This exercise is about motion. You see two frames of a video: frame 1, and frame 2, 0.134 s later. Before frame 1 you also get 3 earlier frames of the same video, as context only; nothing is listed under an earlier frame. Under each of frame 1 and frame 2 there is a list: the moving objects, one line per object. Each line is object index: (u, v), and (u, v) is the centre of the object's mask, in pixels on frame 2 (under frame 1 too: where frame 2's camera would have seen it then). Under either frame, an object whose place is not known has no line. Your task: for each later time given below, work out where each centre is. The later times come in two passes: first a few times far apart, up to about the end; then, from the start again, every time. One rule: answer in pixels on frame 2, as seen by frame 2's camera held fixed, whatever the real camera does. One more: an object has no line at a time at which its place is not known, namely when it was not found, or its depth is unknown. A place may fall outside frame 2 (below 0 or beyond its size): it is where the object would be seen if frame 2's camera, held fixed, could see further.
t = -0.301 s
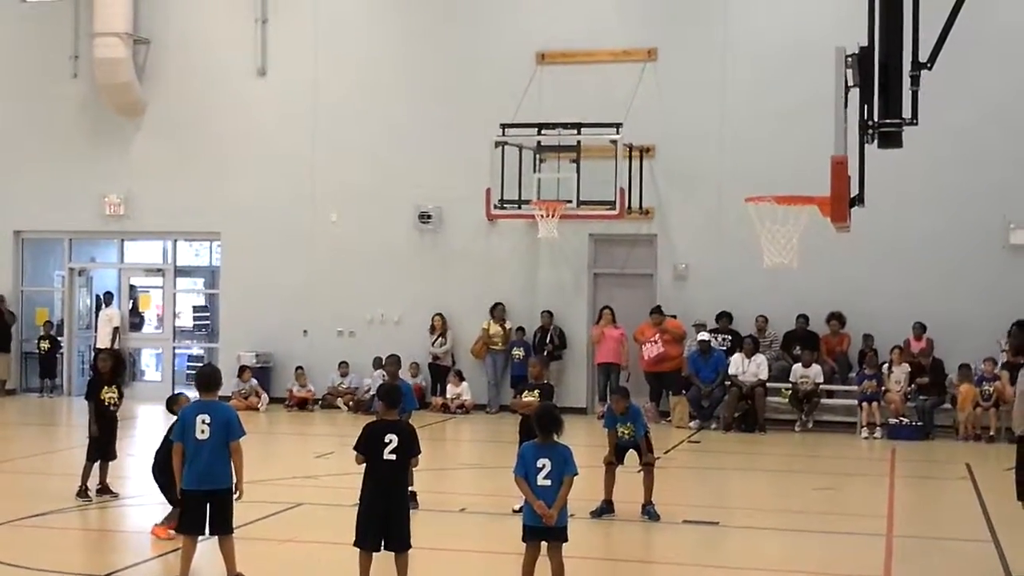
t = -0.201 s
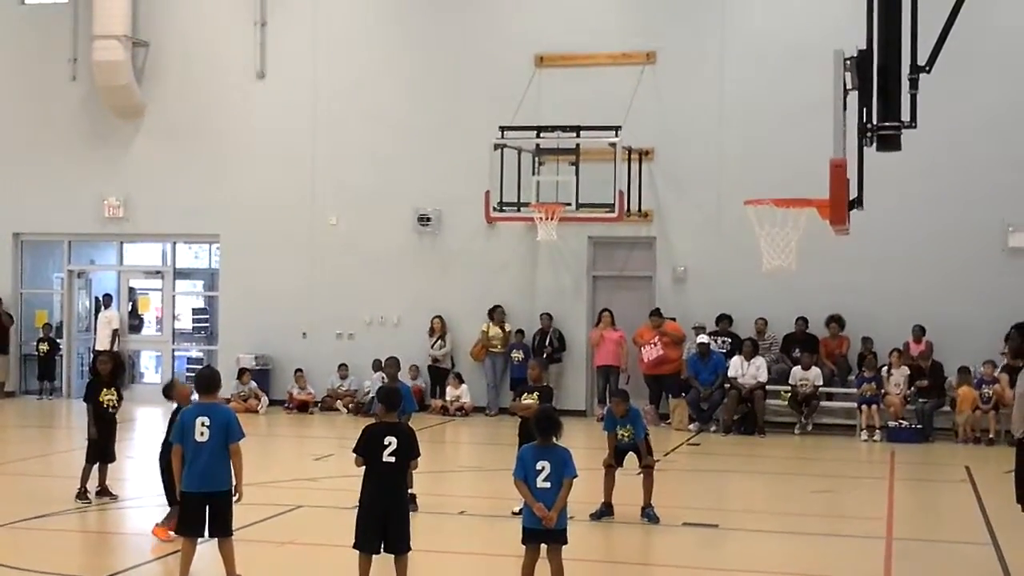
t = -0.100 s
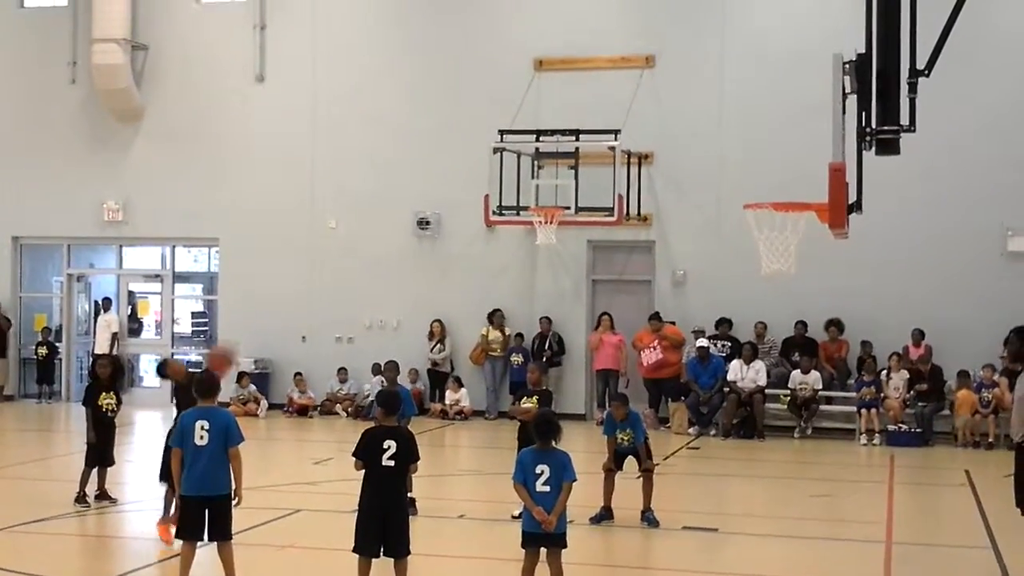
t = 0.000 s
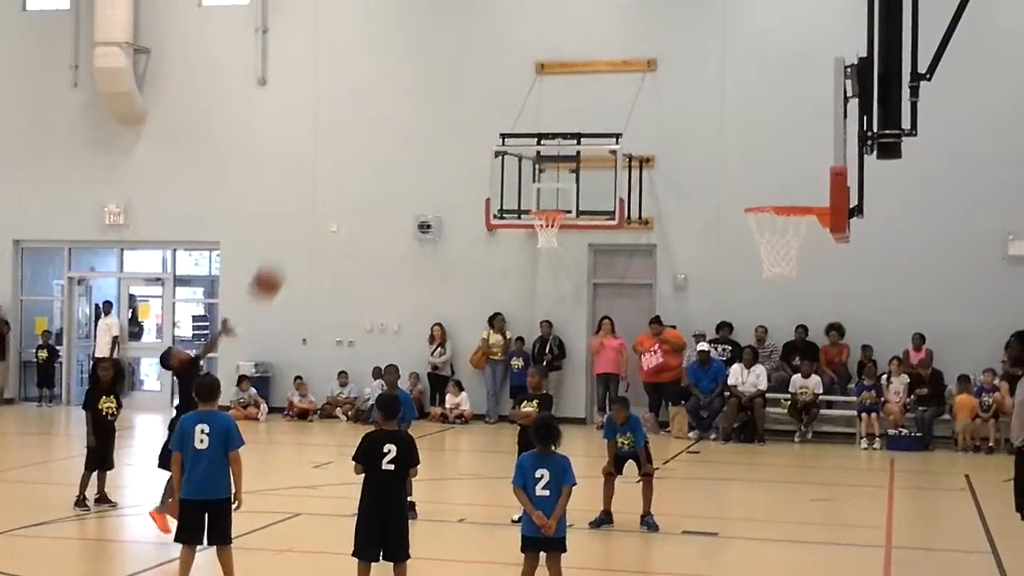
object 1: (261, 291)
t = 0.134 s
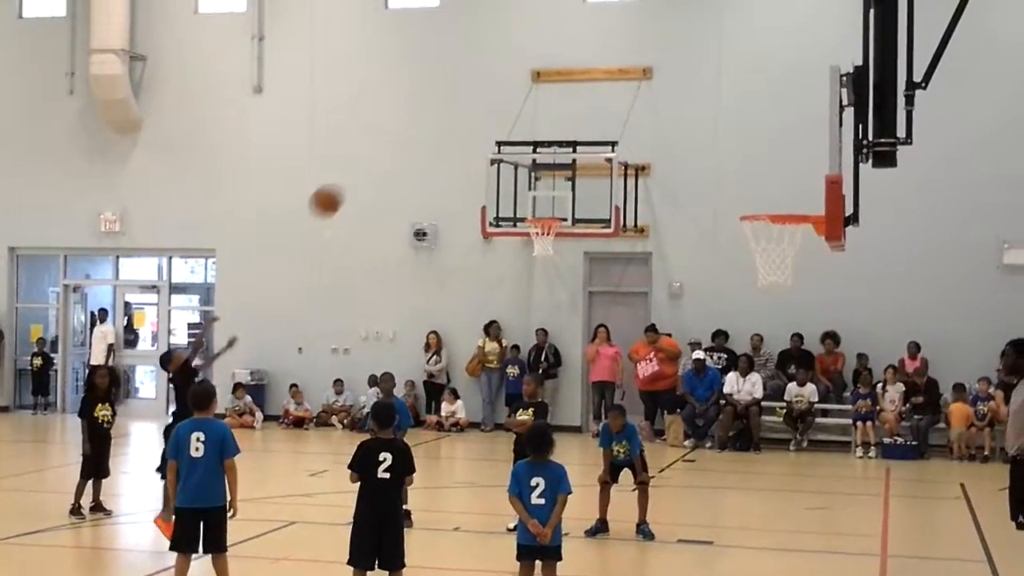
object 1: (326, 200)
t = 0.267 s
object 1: (392, 132)
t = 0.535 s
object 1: (522, 61)
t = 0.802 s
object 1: (658, 83)
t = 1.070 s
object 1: (795, 197)
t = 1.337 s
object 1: (741, 186)
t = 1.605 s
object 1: (642, 281)
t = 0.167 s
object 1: (342, 181)
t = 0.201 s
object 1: (358, 164)
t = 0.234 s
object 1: (375, 147)
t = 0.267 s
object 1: (392, 132)
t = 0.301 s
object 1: (408, 118)
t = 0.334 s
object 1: (424, 105)
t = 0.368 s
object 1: (440, 94)
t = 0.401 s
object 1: (456, 85)
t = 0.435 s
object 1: (472, 77)
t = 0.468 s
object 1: (489, 70)
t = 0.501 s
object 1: (505, 64)
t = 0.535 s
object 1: (522, 61)
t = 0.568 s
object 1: (538, 59)
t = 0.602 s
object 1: (555, 58)
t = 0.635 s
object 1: (572, 58)
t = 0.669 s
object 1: (589, 59)
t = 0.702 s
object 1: (605, 63)
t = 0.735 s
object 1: (622, 68)
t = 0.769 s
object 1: (641, 75)
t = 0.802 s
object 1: (658, 83)
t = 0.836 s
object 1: (674, 94)
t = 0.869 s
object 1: (691, 106)
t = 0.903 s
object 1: (709, 119)
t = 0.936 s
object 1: (726, 134)
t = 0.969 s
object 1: (744, 150)
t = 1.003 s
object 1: (762, 168)
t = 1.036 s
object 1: (779, 186)
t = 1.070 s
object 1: (795, 197)
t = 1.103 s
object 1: (806, 193)
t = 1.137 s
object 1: (808, 189)
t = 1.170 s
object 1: (799, 185)
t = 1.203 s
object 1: (788, 182)
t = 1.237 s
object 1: (776, 181)
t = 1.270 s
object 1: (765, 181)
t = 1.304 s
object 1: (753, 182)
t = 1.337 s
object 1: (741, 186)
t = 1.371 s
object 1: (728, 192)
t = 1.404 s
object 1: (716, 199)
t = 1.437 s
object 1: (705, 208)
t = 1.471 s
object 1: (692, 217)
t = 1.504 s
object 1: (680, 230)
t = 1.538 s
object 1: (667, 244)
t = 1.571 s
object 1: (655, 262)
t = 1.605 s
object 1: (642, 281)
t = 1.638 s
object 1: (629, 300)
